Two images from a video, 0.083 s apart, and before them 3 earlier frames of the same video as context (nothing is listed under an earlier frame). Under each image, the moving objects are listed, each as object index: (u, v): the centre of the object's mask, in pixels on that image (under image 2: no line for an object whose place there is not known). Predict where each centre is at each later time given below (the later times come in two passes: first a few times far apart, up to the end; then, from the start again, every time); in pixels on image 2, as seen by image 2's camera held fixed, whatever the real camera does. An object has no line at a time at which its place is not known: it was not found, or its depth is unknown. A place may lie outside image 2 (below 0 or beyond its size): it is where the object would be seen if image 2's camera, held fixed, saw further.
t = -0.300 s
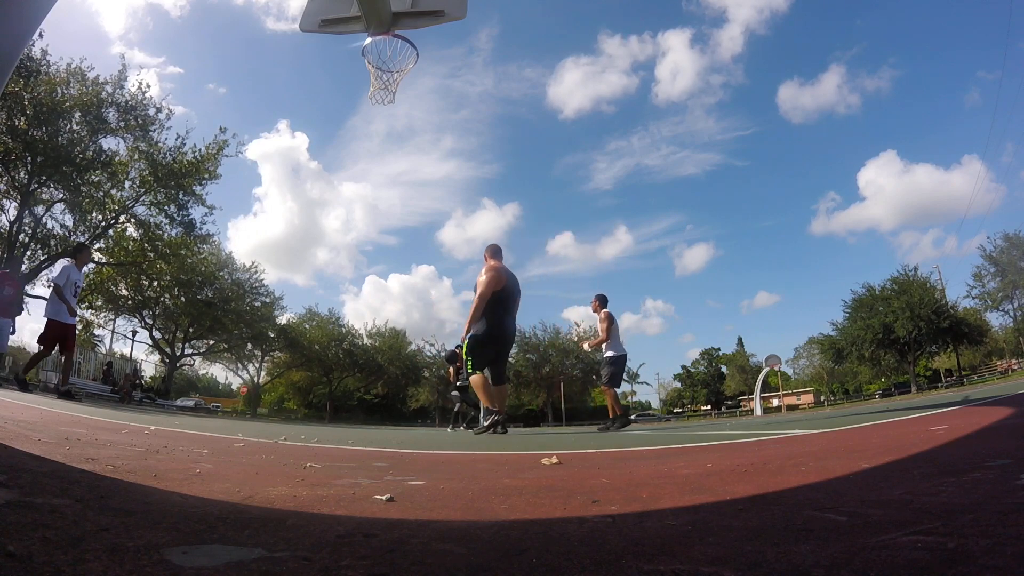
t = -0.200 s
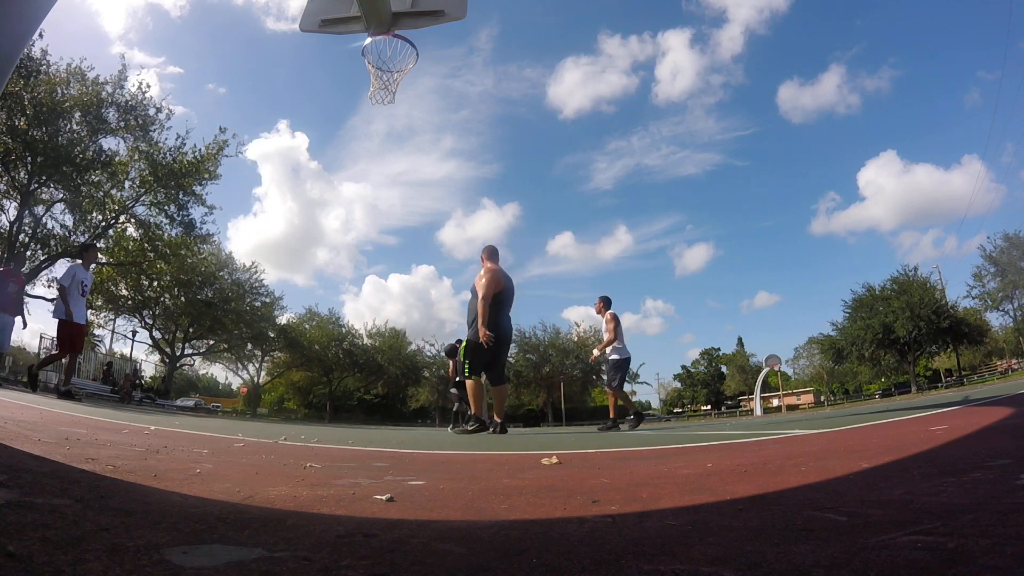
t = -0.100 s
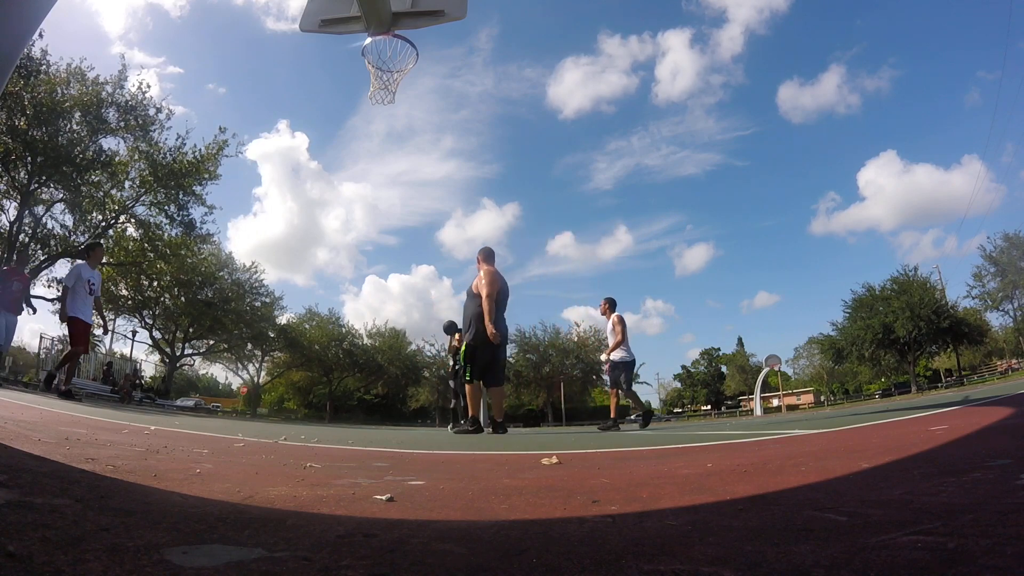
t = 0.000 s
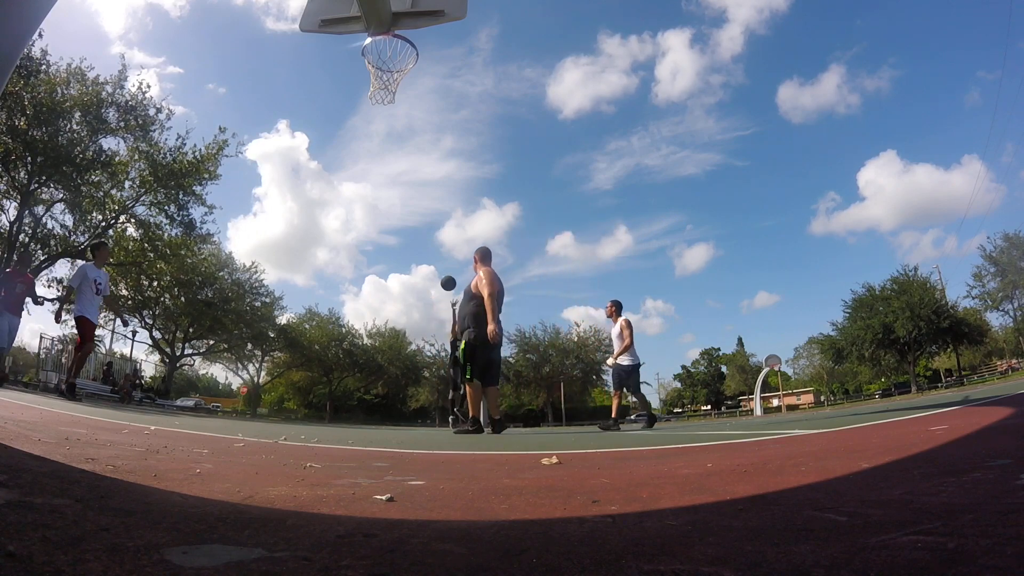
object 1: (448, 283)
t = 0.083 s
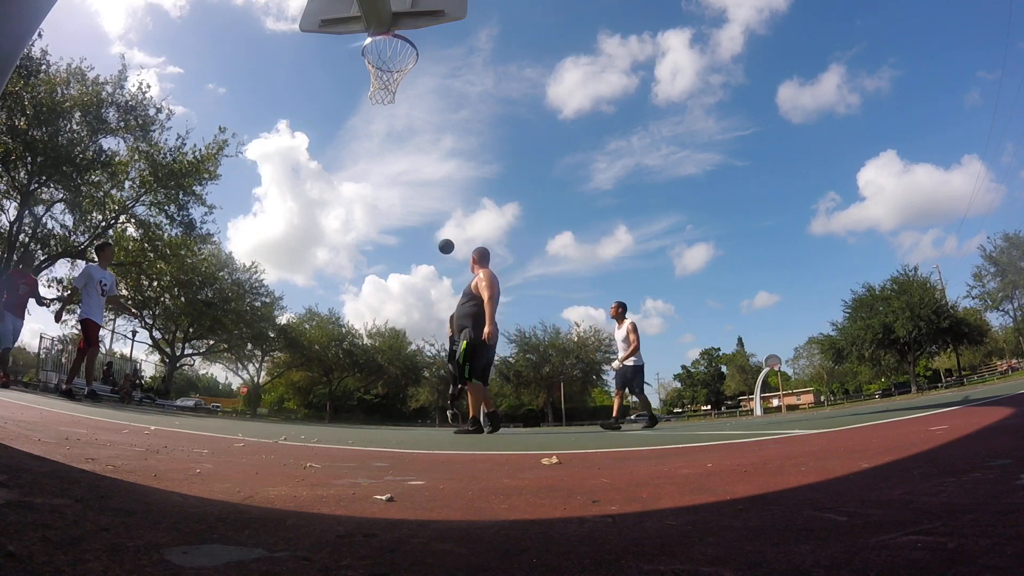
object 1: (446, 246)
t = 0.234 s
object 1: (442, 188)
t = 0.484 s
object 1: (435, 112)
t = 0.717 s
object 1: (424, 65)
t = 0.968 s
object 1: (403, 39)
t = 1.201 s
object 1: (406, 74)
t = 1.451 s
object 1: (424, 152)
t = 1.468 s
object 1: (425, 158)
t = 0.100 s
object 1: (446, 239)
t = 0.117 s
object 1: (445, 232)
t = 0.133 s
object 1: (445, 226)
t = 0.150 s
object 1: (445, 219)
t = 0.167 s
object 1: (444, 213)
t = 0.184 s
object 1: (444, 207)
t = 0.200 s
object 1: (443, 200)
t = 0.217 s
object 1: (443, 194)
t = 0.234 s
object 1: (442, 188)
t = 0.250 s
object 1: (442, 182)
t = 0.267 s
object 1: (442, 177)
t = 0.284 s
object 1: (441, 171)
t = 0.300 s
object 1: (441, 165)
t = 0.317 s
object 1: (440, 160)
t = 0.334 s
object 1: (440, 155)
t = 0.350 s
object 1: (439, 150)
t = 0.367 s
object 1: (438, 145)
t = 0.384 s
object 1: (438, 140)
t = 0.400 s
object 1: (438, 135)
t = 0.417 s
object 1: (437, 130)
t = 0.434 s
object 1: (436, 126)
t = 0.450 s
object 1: (436, 121)
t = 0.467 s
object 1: (435, 117)
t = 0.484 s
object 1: (435, 112)
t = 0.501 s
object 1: (434, 108)
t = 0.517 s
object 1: (433, 104)
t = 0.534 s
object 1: (433, 100)
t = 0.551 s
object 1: (432, 97)
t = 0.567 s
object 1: (431, 93)
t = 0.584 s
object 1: (430, 89)
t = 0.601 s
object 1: (430, 86)
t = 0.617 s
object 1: (429, 83)
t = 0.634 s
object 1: (428, 79)
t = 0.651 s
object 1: (427, 76)
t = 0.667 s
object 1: (426, 73)
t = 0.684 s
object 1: (425, 70)
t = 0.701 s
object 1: (425, 67)
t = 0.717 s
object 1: (424, 65)
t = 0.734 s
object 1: (423, 62)
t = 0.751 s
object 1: (423, 60)
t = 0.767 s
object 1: (422, 57)
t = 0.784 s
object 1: (422, 55)
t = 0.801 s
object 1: (419, 52)
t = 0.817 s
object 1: (417, 50)
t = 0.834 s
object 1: (416, 48)
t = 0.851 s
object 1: (414, 46)
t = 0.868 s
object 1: (412, 45)
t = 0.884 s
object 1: (411, 44)
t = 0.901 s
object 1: (410, 42)
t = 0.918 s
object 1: (408, 41)
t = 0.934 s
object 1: (407, 40)
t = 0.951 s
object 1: (405, 40)
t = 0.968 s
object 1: (403, 39)
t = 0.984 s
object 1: (401, 39)
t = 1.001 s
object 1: (400, 39)
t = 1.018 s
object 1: (398, 40)
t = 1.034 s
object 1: (395, 40)
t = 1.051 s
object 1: (393, 41)
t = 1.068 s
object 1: (390, 42)
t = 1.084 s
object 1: (388, 44)
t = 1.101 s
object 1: (390, 47)
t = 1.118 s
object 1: (391, 50)
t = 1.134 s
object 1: (395, 54)
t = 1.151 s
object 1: (398, 58)
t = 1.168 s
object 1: (399, 61)
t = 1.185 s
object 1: (402, 67)
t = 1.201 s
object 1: (406, 74)
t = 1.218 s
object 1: (409, 80)
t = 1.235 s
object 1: (409, 84)
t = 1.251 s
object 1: (409, 87)
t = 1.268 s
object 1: (411, 92)
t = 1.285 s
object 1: (412, 97)
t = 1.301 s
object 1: (414, 102)
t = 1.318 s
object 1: (415, 108)
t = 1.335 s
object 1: (416, 113)
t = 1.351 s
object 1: (418, 118)
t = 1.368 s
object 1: (419, 124)
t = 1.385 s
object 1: (420, 129)
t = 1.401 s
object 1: (421, 135)
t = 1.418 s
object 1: (422, 140)
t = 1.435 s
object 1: (423, 146)
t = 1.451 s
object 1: (424, 152)
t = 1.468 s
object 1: (425, 158)
